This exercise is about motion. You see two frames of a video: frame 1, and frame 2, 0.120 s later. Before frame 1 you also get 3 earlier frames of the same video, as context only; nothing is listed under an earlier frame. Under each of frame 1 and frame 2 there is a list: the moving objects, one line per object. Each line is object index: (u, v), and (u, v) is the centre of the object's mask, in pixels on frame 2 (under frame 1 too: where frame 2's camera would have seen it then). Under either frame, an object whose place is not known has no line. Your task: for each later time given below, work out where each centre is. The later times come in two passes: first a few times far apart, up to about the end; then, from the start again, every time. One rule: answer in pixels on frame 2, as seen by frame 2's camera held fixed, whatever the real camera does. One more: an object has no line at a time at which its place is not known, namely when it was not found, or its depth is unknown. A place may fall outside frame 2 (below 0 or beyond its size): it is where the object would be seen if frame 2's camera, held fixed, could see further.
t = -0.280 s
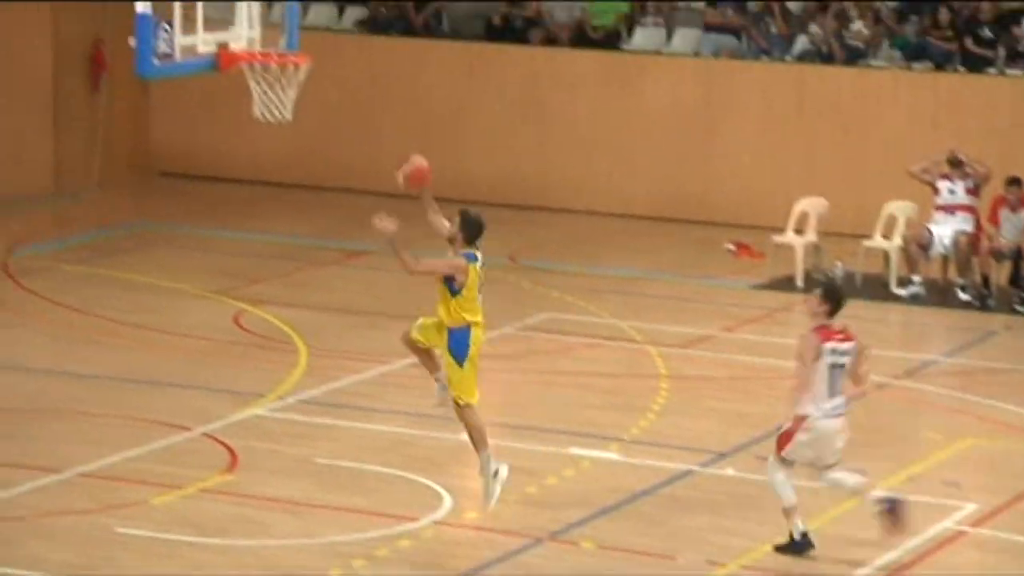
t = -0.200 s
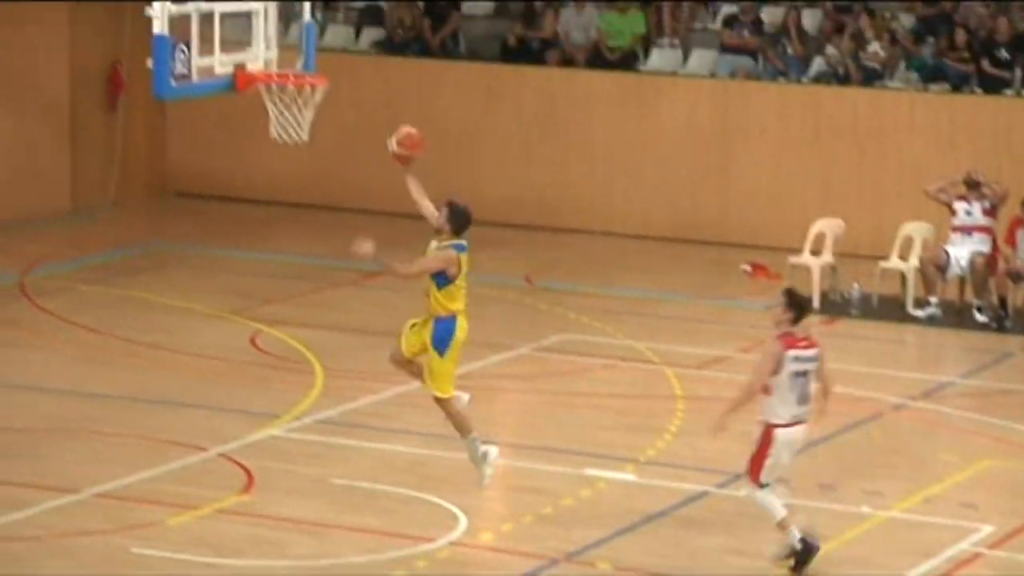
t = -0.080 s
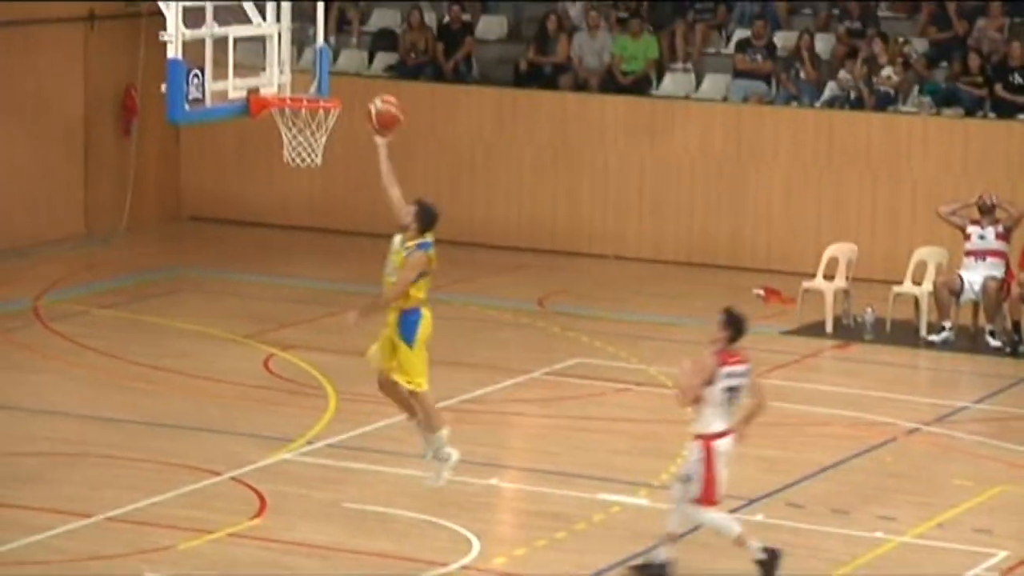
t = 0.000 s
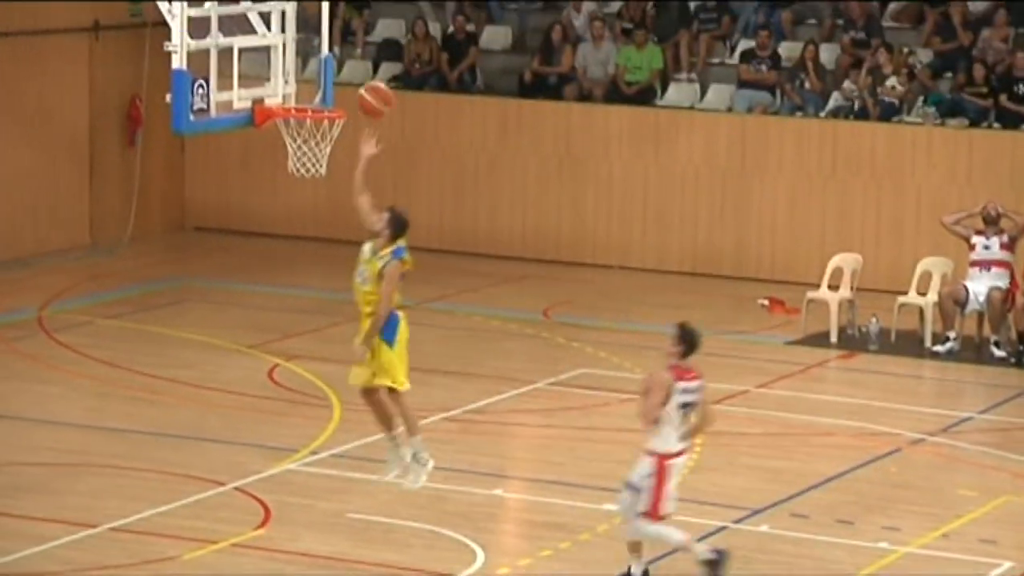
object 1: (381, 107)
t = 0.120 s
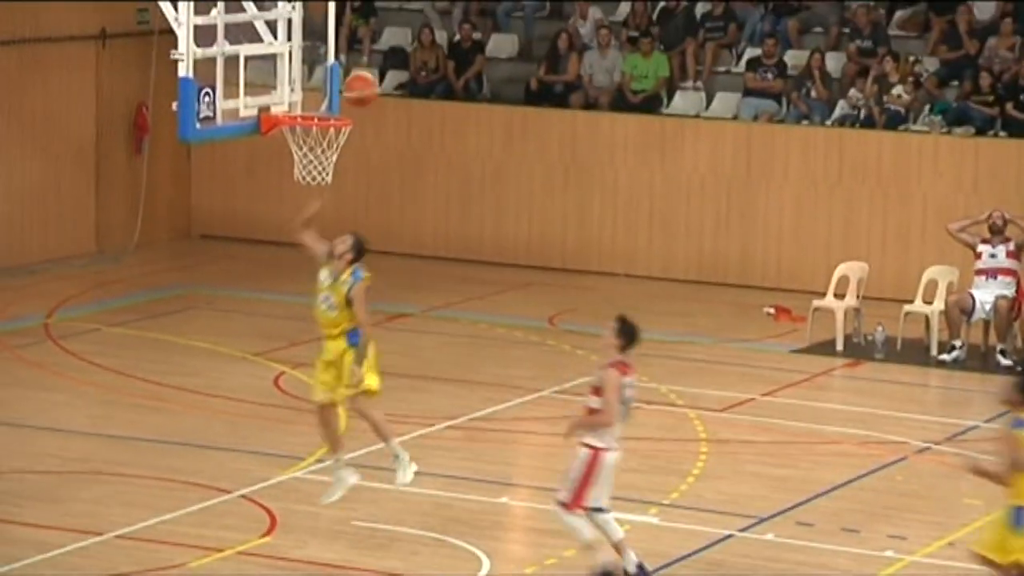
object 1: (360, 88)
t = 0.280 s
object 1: (335, 98)
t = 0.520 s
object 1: (295, 169)
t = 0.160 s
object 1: (355, 87)
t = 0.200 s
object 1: (349, 89)
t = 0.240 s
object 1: (342, 92)
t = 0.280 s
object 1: (335, 98)
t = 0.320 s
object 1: (330, 105)
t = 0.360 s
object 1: (321, 110)
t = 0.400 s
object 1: (321, 131)
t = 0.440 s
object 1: (308, 141)
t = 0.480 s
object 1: (303, 163)
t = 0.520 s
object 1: (295, 169)
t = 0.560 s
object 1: (296, 181)
